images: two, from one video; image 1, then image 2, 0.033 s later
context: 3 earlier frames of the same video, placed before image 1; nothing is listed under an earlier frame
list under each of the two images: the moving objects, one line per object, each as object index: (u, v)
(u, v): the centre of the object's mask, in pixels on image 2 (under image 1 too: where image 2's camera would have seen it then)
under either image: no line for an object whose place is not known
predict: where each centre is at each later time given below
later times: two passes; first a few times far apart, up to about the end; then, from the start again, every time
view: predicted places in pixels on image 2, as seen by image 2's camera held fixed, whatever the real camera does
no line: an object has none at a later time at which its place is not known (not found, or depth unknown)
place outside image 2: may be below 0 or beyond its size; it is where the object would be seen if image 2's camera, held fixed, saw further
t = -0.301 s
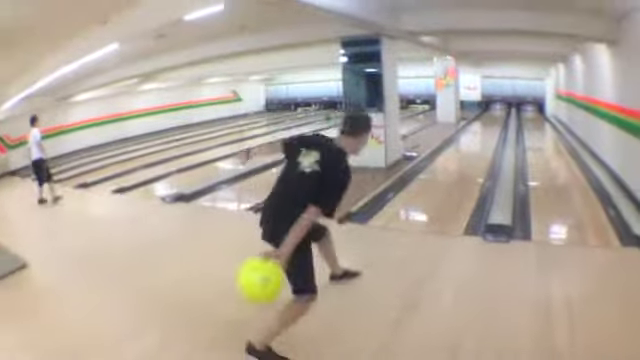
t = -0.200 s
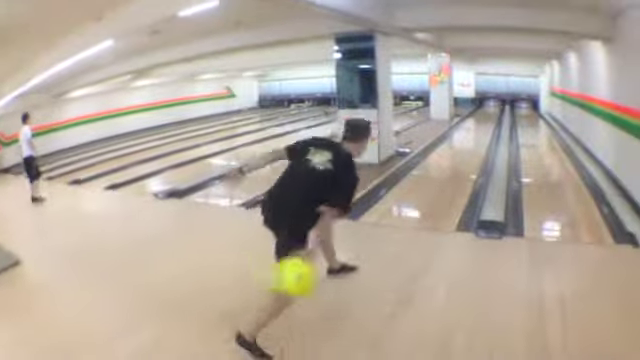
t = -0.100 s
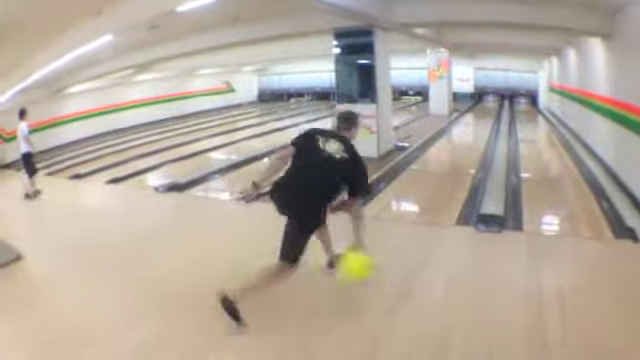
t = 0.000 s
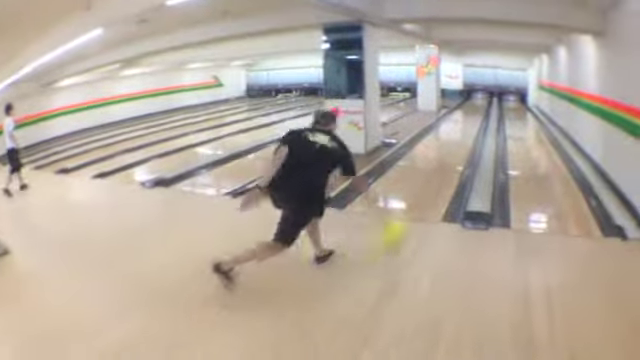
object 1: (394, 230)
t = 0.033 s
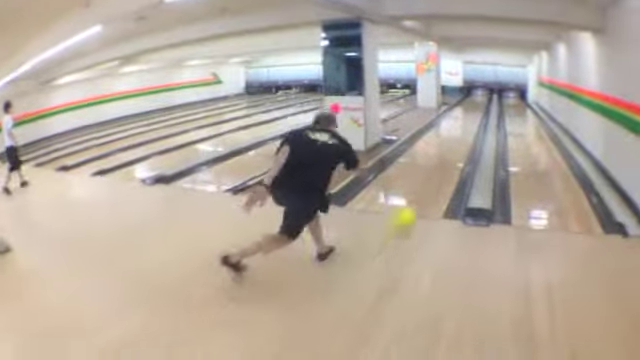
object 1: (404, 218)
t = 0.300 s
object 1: (451, 162)
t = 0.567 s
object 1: (465, 137)
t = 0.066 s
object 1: (412, 210)
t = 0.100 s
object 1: (417, 202)
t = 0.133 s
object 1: (423, 197)
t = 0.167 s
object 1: (433, 185)
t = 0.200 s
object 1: (438, 181)
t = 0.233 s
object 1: (445, 172)
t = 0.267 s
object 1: (449, 167)
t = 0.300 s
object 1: (451, 162)
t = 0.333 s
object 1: (453, 159)
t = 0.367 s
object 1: (455, 158)
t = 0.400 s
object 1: (456, 157)
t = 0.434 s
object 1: (463, 151)
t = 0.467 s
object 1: (466, 144)
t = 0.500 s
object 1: (466, 142)
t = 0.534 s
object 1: (465, 143)
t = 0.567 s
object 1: (465, 137)
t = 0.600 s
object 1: (467, 138)
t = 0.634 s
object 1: (468, 133)
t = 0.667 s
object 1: (474, 130)
